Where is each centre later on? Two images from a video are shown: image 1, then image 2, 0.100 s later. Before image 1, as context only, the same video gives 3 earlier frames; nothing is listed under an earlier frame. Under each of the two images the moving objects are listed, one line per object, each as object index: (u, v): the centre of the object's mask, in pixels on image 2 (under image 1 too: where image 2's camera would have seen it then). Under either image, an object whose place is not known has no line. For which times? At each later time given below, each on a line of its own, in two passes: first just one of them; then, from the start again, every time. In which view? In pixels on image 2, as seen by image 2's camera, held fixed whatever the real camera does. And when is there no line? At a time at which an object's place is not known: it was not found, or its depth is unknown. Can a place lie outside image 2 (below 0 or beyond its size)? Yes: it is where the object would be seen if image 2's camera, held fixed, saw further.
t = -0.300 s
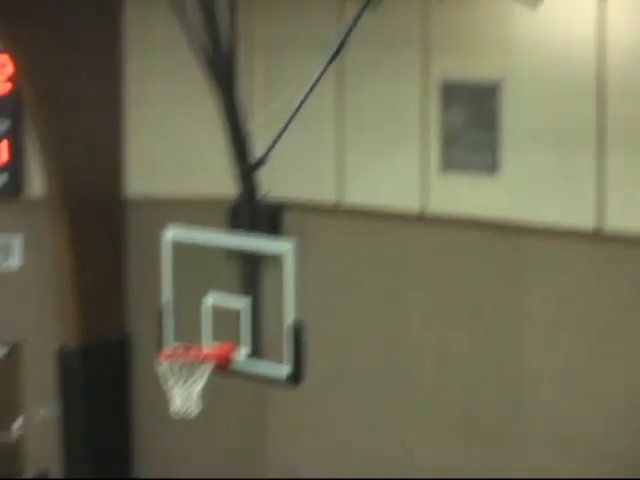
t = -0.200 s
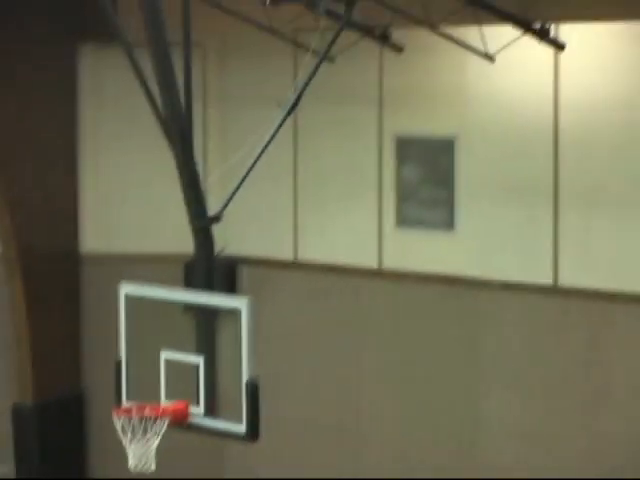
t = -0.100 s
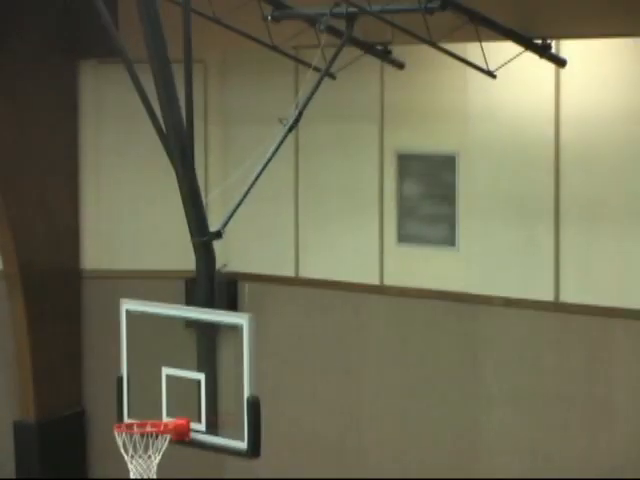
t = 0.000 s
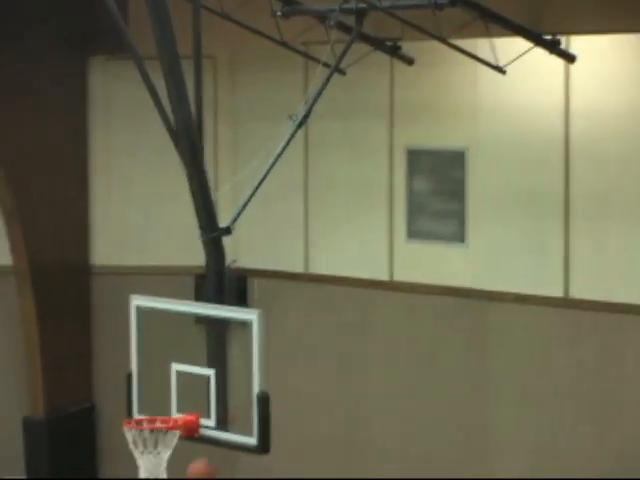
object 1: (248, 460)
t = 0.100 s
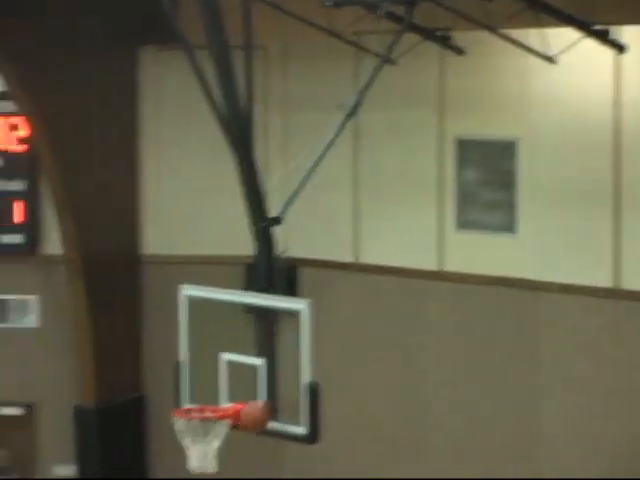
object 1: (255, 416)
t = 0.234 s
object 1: (257, 374)
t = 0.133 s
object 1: (258, 401)
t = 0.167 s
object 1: (258, 391)
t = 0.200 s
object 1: (260, 380)
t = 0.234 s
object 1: (257, 374)
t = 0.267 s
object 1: (253, 367)
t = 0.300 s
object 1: (249, 362)
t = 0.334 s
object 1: (245, 360)
